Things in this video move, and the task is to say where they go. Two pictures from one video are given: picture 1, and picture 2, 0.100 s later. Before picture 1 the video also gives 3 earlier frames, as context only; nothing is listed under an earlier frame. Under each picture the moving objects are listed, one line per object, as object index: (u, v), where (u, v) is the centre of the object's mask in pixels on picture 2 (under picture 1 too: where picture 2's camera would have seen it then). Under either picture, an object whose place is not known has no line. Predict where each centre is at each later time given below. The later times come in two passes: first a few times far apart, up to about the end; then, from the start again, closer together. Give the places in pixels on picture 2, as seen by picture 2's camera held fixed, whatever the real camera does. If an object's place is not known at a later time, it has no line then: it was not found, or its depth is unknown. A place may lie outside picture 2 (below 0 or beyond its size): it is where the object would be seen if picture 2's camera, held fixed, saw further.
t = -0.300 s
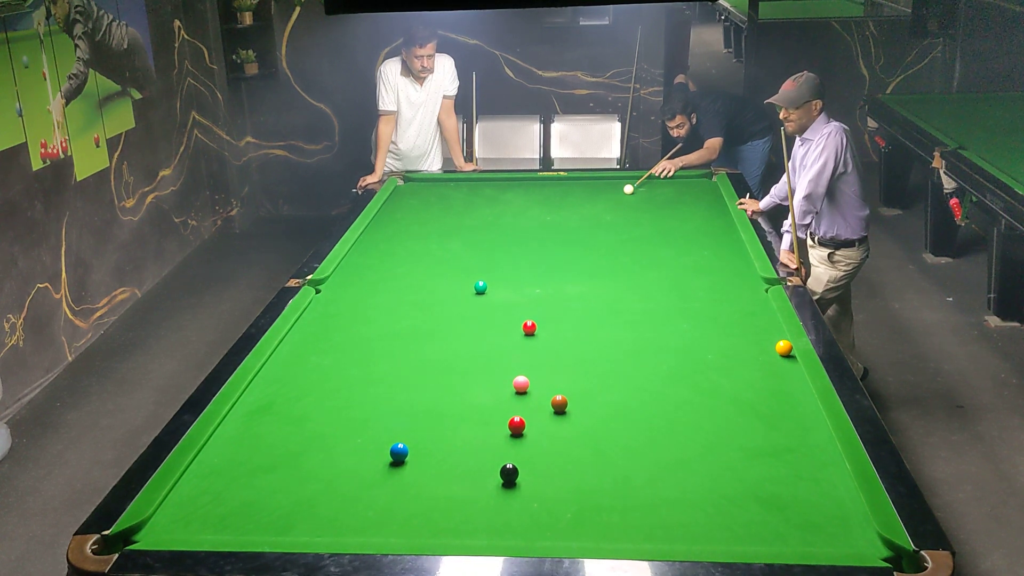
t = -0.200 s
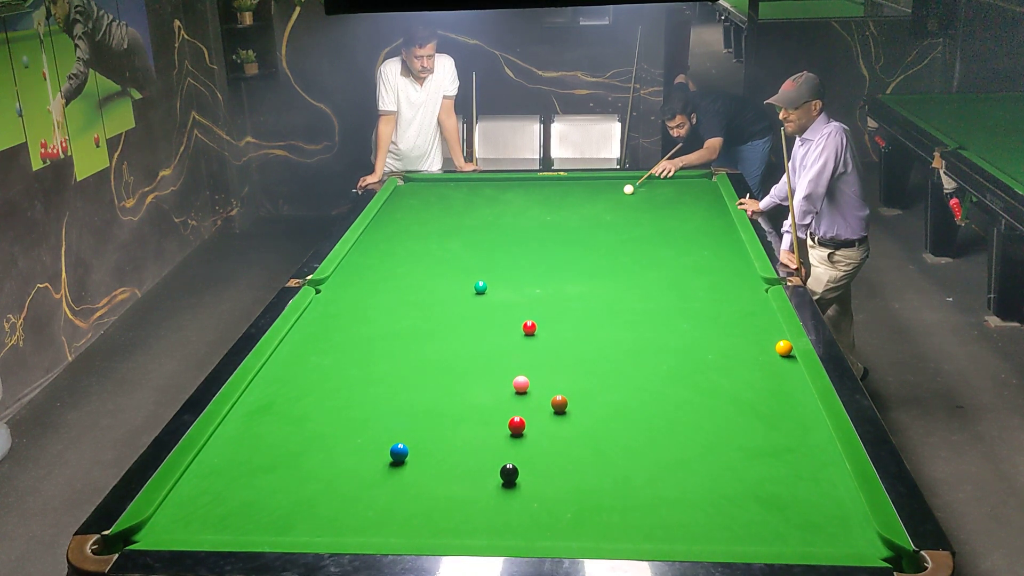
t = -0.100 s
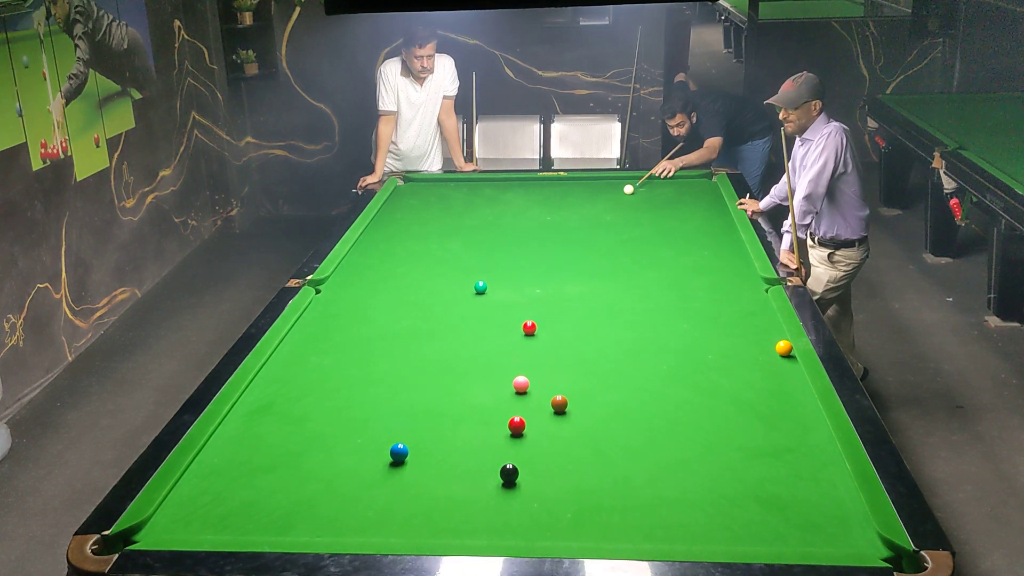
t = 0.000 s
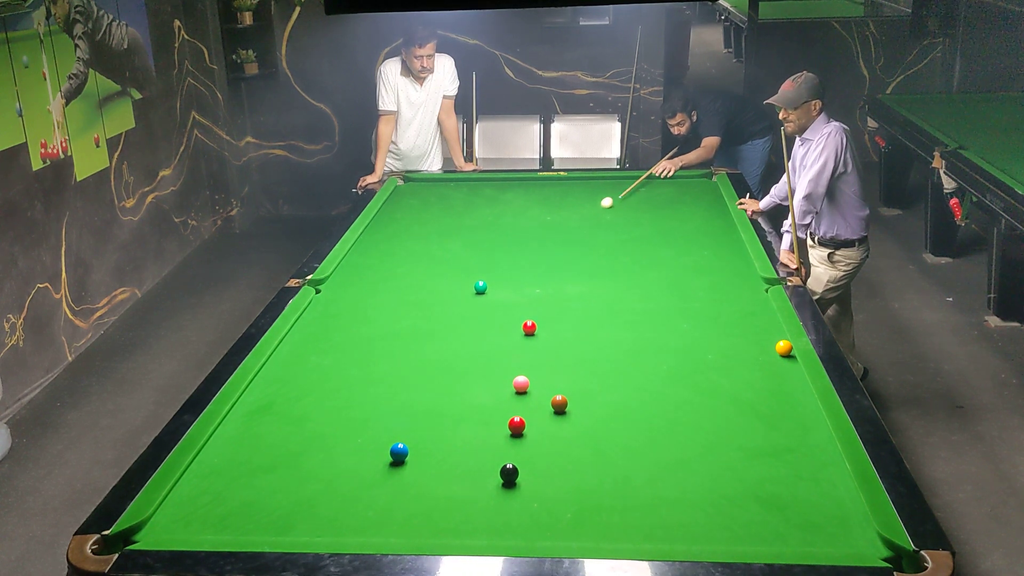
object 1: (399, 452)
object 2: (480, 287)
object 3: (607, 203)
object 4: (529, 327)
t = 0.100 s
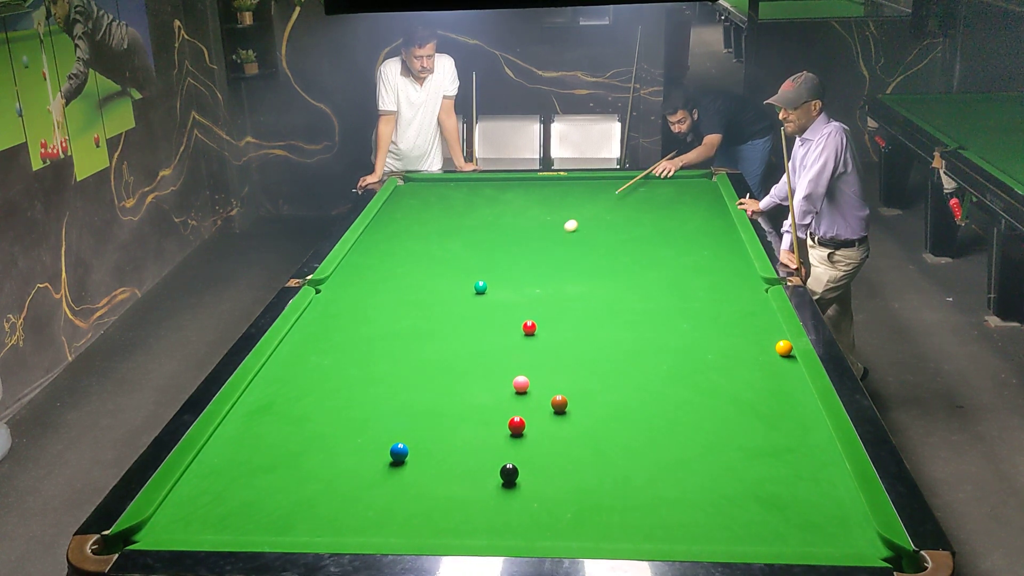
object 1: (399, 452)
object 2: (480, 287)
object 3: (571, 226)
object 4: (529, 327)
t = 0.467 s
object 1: (399, 452)
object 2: (460, 329)
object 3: (443, 285)
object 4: (529, 327)
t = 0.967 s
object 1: (376, 509)
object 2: (394, 451)
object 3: (325, 297)
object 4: (529, 327)
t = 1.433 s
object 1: (423, 478)
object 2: (331, 476)
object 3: (380, 304)
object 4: (529, 327)
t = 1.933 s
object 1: (510, 449)
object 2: (239, 472)
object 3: (443, 312)
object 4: (529, 327)
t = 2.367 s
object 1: (571, 429)
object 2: (212, 470)
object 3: (495, 319)
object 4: (529, 327)
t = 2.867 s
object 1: (630, 411)
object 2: (260, 468)
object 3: (541, 320)
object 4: (539, 332)
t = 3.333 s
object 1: (674, 397)
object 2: (296, 467)
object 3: (570, 319)
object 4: (553, 340)
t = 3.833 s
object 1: (712, 386)
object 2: (324, 468)
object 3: (593, 319)
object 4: (565, 347)
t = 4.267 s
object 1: (739, 379)
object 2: (339, 468)
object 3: (608, 320)
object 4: (573, 351)
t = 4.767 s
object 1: (761, 373)
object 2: (347, 470)
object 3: (619, 321)
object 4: (578, 353)
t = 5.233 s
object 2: (348, 470)
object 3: (623, 321)
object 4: (578, 353)
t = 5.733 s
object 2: (348, 470)
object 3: (623, 322)
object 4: (578, 353)
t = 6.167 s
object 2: (348, 470)
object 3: (623, 322)
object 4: (578, 353)
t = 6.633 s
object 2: (348, 470)
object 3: (623, 322)
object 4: (578, 353)
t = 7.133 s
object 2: (348, 470)
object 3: (623, 322)
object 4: (578, 353)
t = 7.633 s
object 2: (348, 470)
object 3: (623, 322)
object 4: (578, 353)
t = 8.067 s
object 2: (348, 470)
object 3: (623, 322)
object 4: (578, 353)
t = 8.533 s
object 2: (348, 470)
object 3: (623, 322)
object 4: (578, 353)
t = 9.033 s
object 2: (348, 470)
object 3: (623, 322)
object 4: (578, 353)
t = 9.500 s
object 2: (348, 470)
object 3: (623, 322)
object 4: (578, 353)
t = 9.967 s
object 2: (348, 470)
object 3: (623, 322)
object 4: (578, 353)
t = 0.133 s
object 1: (399, 452)
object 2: (480, 287)
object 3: (558, 234)
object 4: (529, 327)
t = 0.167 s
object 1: (399, 452)
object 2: (480, 287)
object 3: (545, 242)
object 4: (529, 327)
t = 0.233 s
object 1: (399, 452)
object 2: (480, 287)
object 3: (518, 259)
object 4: (529, 327)
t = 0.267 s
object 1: (399, 452)
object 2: (480, 287)
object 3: (505, 268)
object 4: (529, 327)
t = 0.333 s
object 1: (399, 452)
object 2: (478, 291)
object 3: (477, 281)
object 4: (529, 327)
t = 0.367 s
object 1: (399, 452)
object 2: (474, 300)
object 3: (468, 283)
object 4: (529, 327)
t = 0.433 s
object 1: (399, 452)
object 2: (464, 320)
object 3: (451, 284)
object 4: (529, 327)
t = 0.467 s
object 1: (399, 452)
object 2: (460, 329)
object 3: (443, 285)
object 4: (529, 327)
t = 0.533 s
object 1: (399, 452)
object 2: (449, 350)
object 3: (427, 287)
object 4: (529, 327)
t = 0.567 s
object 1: (399, 452)
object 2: (444, 360)
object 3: (420, 287)
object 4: (529, 327)
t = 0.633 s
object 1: (399, 452)
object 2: (434, 381)
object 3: (404, 289)
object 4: (529, 327)
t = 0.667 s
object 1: (399, 452)
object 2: (429, 392)
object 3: (396, 290)
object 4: (529, 327)
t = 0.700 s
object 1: (399, 452)
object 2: (423, 402)
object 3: (388, 291)
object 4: (529, 327)
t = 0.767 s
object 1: (399, 452)
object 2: (412, 425)
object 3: (372, 292)
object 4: (529, 327)
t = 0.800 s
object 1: (399, 452)
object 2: (407, 436)
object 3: (364, 293)
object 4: (529, 327)
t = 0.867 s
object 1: (391, 471)
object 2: (400, 444)
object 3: (348, 294)
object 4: (529, 327)
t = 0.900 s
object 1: (386, 483)
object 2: (399, 446)
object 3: (341, 295)
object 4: (529, 327)
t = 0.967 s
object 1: (376, 509)
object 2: (394, 451)
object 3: (325, 297)
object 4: (529, 327)
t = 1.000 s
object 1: (371, 521)
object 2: (392, 454)
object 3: (320, 297)
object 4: (529, 327)
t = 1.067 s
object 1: (367, 529)
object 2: (386, 462)
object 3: (331, 298)
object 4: (529, 327)
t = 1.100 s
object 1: (370, 521)
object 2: (384, 465)
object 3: (336, 299)
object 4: (529, 327)
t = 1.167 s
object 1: (376, 504)
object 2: (378, 472)
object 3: (345, 300)
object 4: (529, 327)
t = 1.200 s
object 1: (379, 497)
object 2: (376, 476)
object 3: (349, 300)
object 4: (529, 327)
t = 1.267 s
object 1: (388, 488)
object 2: (366, 480)
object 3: (358, 302)
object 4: (529, 327)
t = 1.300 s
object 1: (397, 487)
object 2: (358, 478)
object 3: (362, 302)
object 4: (529, 327)
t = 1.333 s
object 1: (404, 484)
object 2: (350, 477)
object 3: (367, 303)
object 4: (529, 327)
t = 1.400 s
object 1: (417, 480)
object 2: (337, 476)
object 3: (375, 304)
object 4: (529, 327)
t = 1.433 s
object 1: (423, 478)
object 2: (331, 476)
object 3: (380, 304)
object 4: (529, 327)
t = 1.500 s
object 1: (436, 473)
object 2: (318, 475)
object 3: (388, 306)
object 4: (529, 327)
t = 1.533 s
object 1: (442, 471)
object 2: (311, 475)
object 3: (393, 306)
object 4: (529, 327)
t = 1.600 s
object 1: (455, 467)
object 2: (299, 475)
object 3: (401, 307)
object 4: (529, 327)
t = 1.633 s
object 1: (460, 465)
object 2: (293, 474)
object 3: (406, 308)
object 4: (529, 327)
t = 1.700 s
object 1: (472, 461)
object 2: (280, 474)
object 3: (414, 309)
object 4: (529, 327)
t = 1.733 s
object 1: (477, 460)
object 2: (274, 473)
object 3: (418, 309)
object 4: (529, 327)
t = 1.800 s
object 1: (489, 456)
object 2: (262, 473)
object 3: (427, 310)
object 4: (529, 327)
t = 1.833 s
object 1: (494, 454)
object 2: (257, 473)
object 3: (431, 311)
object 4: (529, 327)
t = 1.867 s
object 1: (499, 452)
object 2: (251, 473)
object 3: (435, 312)
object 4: (529, 327)
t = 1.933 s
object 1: (510, 449)
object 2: (239, 472)
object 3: (443, 312)
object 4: (529, 327)
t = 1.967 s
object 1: (515, 447)
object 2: (233, 472)
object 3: (447, 313)
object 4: (529, 327)
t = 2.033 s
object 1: (525, 444)
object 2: (222, 472)
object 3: (455, 314)
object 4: (529, 327)
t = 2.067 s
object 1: (530, 442)
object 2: (217, 471)
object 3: (459, 315)
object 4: (529, 327)
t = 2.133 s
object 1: (539, 439)
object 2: (206, 471)
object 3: (468, 316)
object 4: (529, 327)
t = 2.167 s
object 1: (544, 438)
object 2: (200, 471)
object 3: (471, 316)
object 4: (529, 327)
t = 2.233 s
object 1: (553, 435)
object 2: (196, 471)
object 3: (479, 317)
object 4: (529, 327)
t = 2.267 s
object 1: (558, 433)
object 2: (200, 470)
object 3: (483, 318)
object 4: (529, 327)
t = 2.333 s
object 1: (567, 430)
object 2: (208, 470)
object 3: (491, 319)
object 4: (529, 327)
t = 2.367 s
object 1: (571, 429)
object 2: (212, 470)
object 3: (495, 319)
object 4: (529, 327)
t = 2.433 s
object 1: (580, 427)
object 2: (219, 469)
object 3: (503, 320)
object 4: (529, 327)
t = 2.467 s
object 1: (584, 425)
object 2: (222, 469)
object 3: (507, 321)
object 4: (529, 327)
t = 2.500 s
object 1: (588, 424)
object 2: (226, 469)
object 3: (511, 321)
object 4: (529, 327)
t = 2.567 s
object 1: (596, 421)
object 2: (232, 469)
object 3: (518, 322)
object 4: (529, 327)
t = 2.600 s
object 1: (600, 420)
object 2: (236, 469)
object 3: (520, 322)
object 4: (529, 327)
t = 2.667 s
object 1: (608, 418)
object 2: (242, 468)
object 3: (526, 321)
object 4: (532, 329)
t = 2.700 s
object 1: (611, 417)
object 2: (245, 468)
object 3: (528, 320)
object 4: (533, 329)
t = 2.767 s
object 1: (619, 415)
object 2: (252, 468)
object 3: (534, 320)
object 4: (535, 331)
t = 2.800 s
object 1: (622, 413)
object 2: (255, 468)
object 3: (536, 320)
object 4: (536, 331)
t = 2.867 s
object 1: (630, 411)
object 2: (260, 468)
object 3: (541, 320)
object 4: (539, 332)
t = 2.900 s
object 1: (633, 410)
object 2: (263, 468)
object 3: (543, 320)
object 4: (540, 333)
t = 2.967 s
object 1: (640, 408)
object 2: (269, 468)
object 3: (547, 320)
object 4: (542, 334)
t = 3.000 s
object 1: (643, 407)
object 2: (271, 468)
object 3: (549, 320)
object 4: (543, 335)
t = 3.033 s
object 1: (647, 406)
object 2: (274, 468)
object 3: (552, 320)
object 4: (544, 335)
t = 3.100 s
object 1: (653, 404)
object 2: (280, 468)
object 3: (556, 320)
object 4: (546, 336)
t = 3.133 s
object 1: (656, 403)
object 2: (282, 468)
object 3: (558, 319)
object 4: (547, 337)
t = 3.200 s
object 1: (662, 401)
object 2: (287, 468)
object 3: (562, 319)
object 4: (549, 338)
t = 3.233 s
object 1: (665, 400)
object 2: (289, 467)
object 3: (564, 319)
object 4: (550, 339)
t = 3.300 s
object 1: (671, 398)
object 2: (294, 467)
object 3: (567, 319)
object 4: (552, 340)
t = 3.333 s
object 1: (674, 397)
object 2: (296, 467)
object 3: (570, 319)
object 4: (553, 340)
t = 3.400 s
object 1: (680, 396)
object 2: (300, 467)
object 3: (573, 319)
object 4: (555, 341)
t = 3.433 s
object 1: (682, 395)
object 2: (303, 467)
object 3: (575, 319)
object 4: (556, 342)
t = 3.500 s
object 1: (688, 393)
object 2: (307, 467)
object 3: (578, 319)
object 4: (557, 343)
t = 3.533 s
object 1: (691, 392)
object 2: (309, 467)
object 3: (580, 319)
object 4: (558, 343)
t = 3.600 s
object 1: (696, 391)
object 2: (312, 467)
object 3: (583, 319)
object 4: (560, 344)
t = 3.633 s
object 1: (698, 390)
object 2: (314, 467)
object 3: (584, 319)
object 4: (560, 344)
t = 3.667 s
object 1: (701, 390)
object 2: (316, 467)
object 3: (586, 319)
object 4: (561, 345)
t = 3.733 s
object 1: (706, 388)
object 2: (319, 468)
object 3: (589, 319)
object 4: (563, 346)
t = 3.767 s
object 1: (708, 387)
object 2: (321, 468)
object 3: (590, 319)
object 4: (563, 346)
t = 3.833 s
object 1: (712, 386)
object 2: (324, 468)
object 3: (593, 319)
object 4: (565, 347)
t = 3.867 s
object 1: (715, 385)
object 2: (326, 468)
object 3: (594, 319)
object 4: (565, 347)
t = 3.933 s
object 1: (719, 384)
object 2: (328, 468)
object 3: (597, 319)
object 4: (567, 348)
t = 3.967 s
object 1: (721, 384)
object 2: (330, 468)
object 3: (598, 319)
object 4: (568, 348)
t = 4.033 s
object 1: (725, 383)
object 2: (332, 468)
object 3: (600, 319)
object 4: (569, 349)
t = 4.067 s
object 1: (728, 382)
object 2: (333, 468)
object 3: (602, 320)
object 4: (569, 349)
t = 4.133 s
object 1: (731, 381)
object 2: (336, 468)
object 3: (604, 320)
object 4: (571, 350)
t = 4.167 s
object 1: (733, 380)
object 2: (336, 468)
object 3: (605, 320)
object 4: (571, 350)
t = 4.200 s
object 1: (735, 380)
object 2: (337, 468)
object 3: (606, 320)
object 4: (572, 350)
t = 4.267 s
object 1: (739, 379)
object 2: (339, 468)
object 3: (608, 320)
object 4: (573, 351)
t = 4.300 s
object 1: (740, 378)
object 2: (340, 468)
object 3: (609, 320)
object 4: (573, 351)
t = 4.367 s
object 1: (744, 378)
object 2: (342, 469)
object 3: (611, 320)
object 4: (574, 351)
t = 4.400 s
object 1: (745, 377)
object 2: (342, 469)
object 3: (612, 320)
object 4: (575, 351)
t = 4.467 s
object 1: (749, 376)
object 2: (343, 469)
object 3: (613, 321)
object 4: (576, 352)
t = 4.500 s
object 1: (750, 376)
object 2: (344, 469)
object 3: (614, 321)
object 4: (576, 352)
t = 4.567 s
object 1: (753, 375)
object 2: (345, 469)
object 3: (615, 321)
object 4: (577, 352)
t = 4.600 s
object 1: (754, 375)
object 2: (345, 469)
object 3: (616, 321)
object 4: (577, 352)
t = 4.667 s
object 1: (757, 374)
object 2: (346, 469)
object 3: (618, 321)
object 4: (577, 352)
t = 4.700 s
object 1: (759, 374)
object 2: (347, 469)
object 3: (618, 321)
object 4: (577, 353)
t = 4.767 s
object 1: (761, 373)
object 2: (347, 470)
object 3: (619, 321)
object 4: (578, 353)
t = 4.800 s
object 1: (763, 373)
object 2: (347, 470)
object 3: (620, 321)
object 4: (578, 353)
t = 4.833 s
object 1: (764, 373)
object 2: (347, 470)
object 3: (620, 321)
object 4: (578, 353)
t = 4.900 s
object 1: (766, 372)
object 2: (348, 470)
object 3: (621, 321)
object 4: (578, 353)
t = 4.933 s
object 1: (767, 372)
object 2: (348, 470)
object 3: (621, 321)
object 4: (578, 353)
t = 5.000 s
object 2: (348, 470)
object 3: (622, 321)
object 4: (578, 353)
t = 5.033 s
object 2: (348, 470)
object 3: (622, 322)
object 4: (578, 353)
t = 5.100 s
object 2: (348, 470)
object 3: (623, 321)
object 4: (578, 353)
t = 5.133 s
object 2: (348, 470)
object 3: (623, 321)
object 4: (578, 353)
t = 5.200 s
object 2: (348, 470)
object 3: (623, 321)
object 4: (578, 353)
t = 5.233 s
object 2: (348, 470)
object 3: (623, 321)
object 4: (578, 353)
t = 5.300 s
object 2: (348, 470)
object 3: (623, 322)
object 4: (578, 353)
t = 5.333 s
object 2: (348, 470)
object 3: (623, 322)
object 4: (578, 353)
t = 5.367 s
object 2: (348, 470)
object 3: (623, 322)
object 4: (578, 353)
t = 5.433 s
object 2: (348, 470)
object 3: (623, 322)
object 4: (578, 353)
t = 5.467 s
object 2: (348, 470)
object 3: (623, 322)
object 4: (578, 353)
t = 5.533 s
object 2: (348, 470)
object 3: (623, 322)
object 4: (578, 353)
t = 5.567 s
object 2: (348, 470)
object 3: (623, 322)
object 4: (578, 353)
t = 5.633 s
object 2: (348, 470)
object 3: (623, 321)
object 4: (578, 353)
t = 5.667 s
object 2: (348, 470)
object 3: (623, 322)
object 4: (578, 353)
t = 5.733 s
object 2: (348, 470)
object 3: (623, 322)
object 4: (578, 353)
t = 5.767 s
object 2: (348, 470)
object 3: (623, 322)
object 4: (578, 353)
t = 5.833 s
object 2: (348, 470)
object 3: (623, 322)
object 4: (578, 353)
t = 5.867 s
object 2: (348, 470)
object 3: (623, 322)
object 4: (578, 353)
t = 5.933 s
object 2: (348, 470)
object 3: (623, 322)
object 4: (578, 353)
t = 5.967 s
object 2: (348, 470)
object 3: (623, 322)
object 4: (578, 353)
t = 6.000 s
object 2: (348, 470)
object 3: (623, 322)
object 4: (578, 353)
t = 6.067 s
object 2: (348, 470)
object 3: (623, 322)
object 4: (578, 353)
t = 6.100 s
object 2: (348, 470)
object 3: (623, 322)
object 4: (578, 353)
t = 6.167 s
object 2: (348, 470)
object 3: (623, 322)
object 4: (578, 353)
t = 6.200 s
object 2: (348, 470)
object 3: (623, 322)
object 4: (578, 353)
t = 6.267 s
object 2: (348, 470)
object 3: (623, 322)
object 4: (578, 353)
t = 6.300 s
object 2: (348, 470)
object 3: (623, 322)
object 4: (578, 353)
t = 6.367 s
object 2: (348, 470)
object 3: (623, 322)
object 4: (578, 353)
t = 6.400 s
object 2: (348, 470)
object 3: (623, 322)
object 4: (578, 353)
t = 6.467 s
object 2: (348, 470)
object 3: (623, 322)
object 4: (578, 353)
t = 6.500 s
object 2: (348, 470)
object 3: (623, 322)
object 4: (578, 353)
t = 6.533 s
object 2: (348, 470)
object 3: (623, 322)
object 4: (578, 353)
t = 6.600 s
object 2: (348, 470)
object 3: (623, 322)
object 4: (578, 353)
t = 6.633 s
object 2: (348, 470)
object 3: (623, 322)
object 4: (578, 353)
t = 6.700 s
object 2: (348, 470)
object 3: (623, 322)
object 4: (578, 353)
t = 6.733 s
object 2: (348, 470)
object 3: (623, 322)
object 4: (578, 353)
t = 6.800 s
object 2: (348, 470)
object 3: (623, 322)
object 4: (578, 353)
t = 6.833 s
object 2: (348, 470)
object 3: (623, 322)
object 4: (578, 353)
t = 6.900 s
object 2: (348, 470)
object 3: (623, 322)
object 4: (578, 353)
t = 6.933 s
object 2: (348, 470)
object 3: (623, 322)
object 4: (578, 353)
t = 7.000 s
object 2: (348, 470)
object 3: (623, 322)
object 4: (578, 353)
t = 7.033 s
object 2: (348, 470)
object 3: (623, 322)
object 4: (578, 353)
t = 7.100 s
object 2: (348, 470)
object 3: (623, 322)
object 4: (578, 353)
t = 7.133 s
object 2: (348, 470)
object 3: (623, 322)
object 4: (578, 353)
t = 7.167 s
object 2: (348, 470)
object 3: (623, 322)
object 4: (578, 353)
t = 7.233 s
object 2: (348, 470)
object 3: (623, 322)
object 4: (578, 353)
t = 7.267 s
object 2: (348, 470)
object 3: (623, 322)
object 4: (578, 353)
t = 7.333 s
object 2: (348, 470)
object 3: (623, 322)
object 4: (578, 353)
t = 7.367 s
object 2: (348, 470)
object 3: (623, 322)
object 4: (578, 353)
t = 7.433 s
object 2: (348, 470)
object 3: (623, 322)
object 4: (578, 353)
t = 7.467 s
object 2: (348, 470)
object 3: (623, 322)
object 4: (578, 353)
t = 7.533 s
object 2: (348, 470)
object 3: (623, 322)
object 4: (578, 353)
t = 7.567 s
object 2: (348, 470)
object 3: (623, 322)
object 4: (578, 353)
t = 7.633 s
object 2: (348, 470)
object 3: (623, 322)
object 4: (578, 353)
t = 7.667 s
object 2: (348, 470)
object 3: (623, 322)
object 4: (578, 353)
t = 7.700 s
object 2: (348, 470)
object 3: (623, 322)
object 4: (578, 353)
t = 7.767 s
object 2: (348, 470)
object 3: (623, 322)
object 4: (578, 353)
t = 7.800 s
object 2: (348, 470)
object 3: (623, 322)
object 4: (578, 353)
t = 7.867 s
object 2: (348, 470)
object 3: (623, 322)
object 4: (578, 353)
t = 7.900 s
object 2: (348, 470)
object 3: (623, 322)
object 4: (578, 353)
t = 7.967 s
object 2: (348, 470)
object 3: (623, 322)
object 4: (578, 353)
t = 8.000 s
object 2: (348, 470)
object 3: (623, 322)
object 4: (578, 353)
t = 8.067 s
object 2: (348, 470)
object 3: (623, 322)
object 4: (578, 353)
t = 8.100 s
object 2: (348, 470)
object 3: (623, 322)
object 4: (578, 353)
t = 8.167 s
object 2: (348, 470)
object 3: (623, 322)
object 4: (578, 353)
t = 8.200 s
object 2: (348, 470)
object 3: (623, 322)
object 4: (578, 353)
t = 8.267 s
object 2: (348, 470)
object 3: (623, 322)
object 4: (578, 353)
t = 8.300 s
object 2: (348, 470)
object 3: (623, 322)
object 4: (578, 353)
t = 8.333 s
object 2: (348, 470)
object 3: (623, 322)
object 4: (578, 353)
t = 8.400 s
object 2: (348, 470)
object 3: (623, 322)
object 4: (578, 353)
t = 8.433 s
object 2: (348, 470)
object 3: (623, 322)
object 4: (578, 353)
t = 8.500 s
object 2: (348, 470)
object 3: (623, 322)
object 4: (578, 353)
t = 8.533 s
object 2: (348, 470)
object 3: (623, 322)
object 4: (578, 353)
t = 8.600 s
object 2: (348, 470)
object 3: (623, 322)
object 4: (578, 353)
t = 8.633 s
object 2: (348, 470)
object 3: (623, 322)
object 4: (578, 353)
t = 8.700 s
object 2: (348, 470)
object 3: (623, 322)
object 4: (578, 353)
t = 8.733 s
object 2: (348, 470)
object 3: (623, 322)
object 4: (578, 353)
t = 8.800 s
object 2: (348, 470)
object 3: (623, 322)
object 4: (578, 353)
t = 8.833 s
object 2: (348, 470)
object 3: (623, 322)
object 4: (578, 353)
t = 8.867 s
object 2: (348, 470)
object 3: (623, 322)
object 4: (578, 353)
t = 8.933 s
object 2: (348, 470)
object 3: (623, 322)
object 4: (578, 353)
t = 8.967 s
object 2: (348, 470)
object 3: (623, 322)
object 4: (578, 353)
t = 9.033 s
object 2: (348, 470)
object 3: (623, 322)
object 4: (578, 353)
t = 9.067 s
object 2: (348, 470)
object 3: (623, 322)
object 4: (578, 353)
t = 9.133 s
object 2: (348, 470)
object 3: (623, 322)
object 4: (578, 353)
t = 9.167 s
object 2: (348, 470)
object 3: (623, 322)
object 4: (578, 353)
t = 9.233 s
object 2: (348, 470)
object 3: (623, 322)
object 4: (578, 353)
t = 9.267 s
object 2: (348, 470)
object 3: (623, 322)
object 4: (578, 353)
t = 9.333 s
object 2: (348, 470)
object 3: (623, 322)
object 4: (578, 353)
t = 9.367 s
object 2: (348, 470)
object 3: (623, 322)
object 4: (578, 353)
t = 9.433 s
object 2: (348, 470)
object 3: (623, 322)
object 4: (578, 353)
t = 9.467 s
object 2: (348, 470)
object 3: (623, 322)
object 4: (578, 353)
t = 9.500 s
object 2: (348, 470)
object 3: (623, 322)
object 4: (578, 353)
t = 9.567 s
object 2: (348, 470)
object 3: (623, 322)
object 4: (578, 353)
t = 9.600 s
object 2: (348, 470)
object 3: (623, 322)
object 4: (578, 353)
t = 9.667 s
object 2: (348, 470)
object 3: (623, 322)
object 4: (578, 353)
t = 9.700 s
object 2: (348, 470)
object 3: (623, 322)
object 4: (578, 353)
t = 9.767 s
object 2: (348, 470)
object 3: (623, 322)
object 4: (578, 353)
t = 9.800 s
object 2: (348, 470)
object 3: (623, 322)
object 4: (578, 353)
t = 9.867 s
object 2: (348, 470)
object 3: (623, 322)
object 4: (578, 353)
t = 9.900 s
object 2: (348, 470)
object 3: (623, 322)
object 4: (578, 353)
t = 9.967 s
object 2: (348, 470)
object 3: (623, 322)
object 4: (578, 353)
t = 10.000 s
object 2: (348, 470)
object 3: (623, 322)
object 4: (578, 353)
